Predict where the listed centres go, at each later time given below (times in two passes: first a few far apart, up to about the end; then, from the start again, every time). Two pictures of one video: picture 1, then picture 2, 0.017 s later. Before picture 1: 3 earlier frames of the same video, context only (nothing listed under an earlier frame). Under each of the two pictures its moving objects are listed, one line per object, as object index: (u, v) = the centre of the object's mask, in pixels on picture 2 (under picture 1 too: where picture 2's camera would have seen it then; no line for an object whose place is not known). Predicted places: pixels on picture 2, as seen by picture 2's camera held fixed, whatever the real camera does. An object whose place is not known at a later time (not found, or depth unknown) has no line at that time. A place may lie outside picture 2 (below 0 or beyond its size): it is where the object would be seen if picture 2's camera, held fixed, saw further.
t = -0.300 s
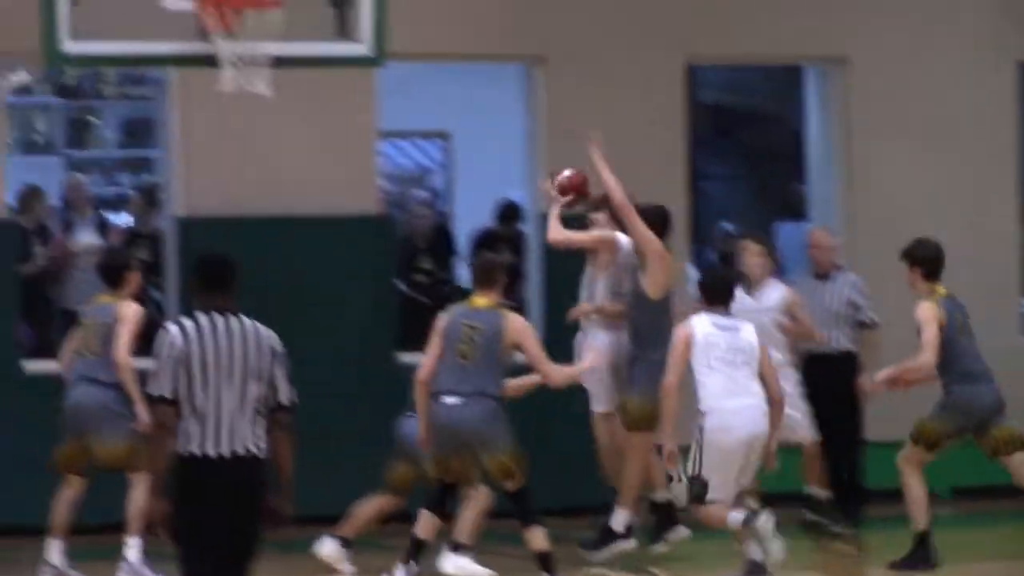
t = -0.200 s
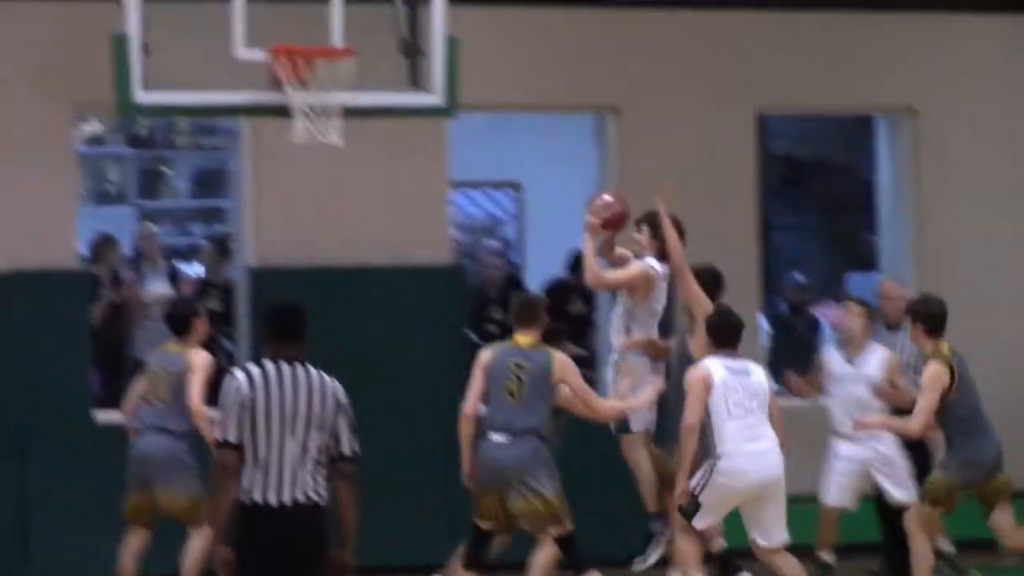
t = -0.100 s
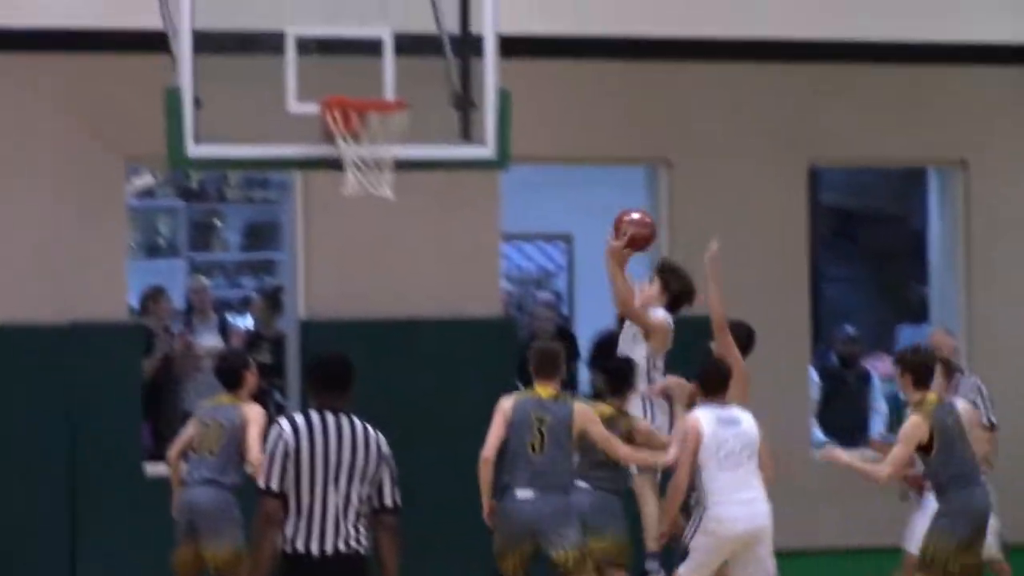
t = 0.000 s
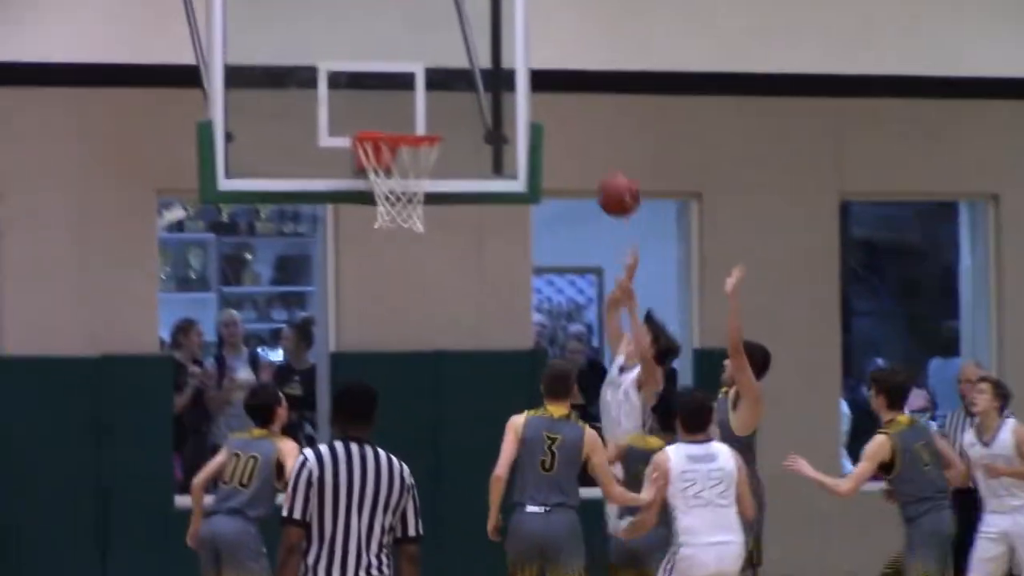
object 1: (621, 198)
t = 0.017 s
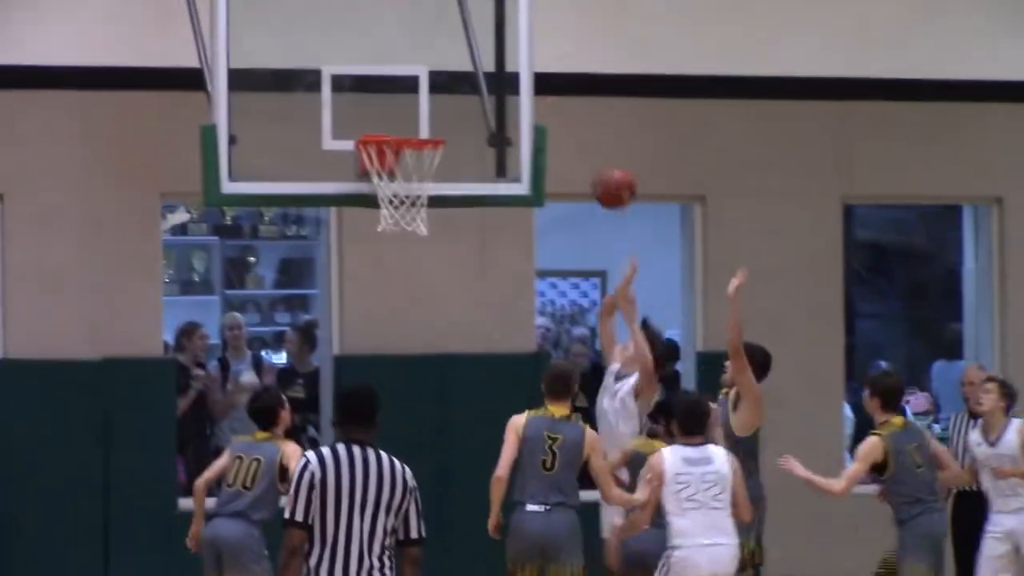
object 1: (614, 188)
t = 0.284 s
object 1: (475, 83)
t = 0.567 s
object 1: (376, 117)
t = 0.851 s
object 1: (378, 102)
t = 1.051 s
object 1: (383, 174)
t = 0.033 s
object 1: (605, 176)
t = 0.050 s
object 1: (596, 167)
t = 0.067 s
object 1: (588, 158)
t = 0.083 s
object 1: (579, 150)
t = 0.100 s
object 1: (571, 142)
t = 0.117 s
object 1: (562, 134)
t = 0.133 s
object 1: (554, 126)
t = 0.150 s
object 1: (545, 120)
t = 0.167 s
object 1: (536, 114)
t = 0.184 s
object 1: (528, 107)
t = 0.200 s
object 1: (518, 101)
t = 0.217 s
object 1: (509, 96)
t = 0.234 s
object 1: (501, 93)
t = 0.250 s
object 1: (493, 89)
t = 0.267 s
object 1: (484, 85)
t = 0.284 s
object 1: (475, 83)
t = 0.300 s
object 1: (466, 80)
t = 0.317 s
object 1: (458, 78)
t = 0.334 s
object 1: (449, 77)
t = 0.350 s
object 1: (441, 76)
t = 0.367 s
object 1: (433, 76)
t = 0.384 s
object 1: (428, 76)
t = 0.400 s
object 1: (424, 77)
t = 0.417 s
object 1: (418, 79)
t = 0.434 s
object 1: (413, 81)
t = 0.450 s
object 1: (408, 84)
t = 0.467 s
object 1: (403, 87)
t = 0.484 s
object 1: (399, 91)
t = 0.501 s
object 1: (394, 95)
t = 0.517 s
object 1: (390, 100)
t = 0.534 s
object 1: (385, 105)
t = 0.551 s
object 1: (381, 111)
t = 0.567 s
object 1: (376, 117)
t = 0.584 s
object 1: (374, 117)
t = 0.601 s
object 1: (374, 115)
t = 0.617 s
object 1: (374, 110)
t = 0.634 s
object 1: (374, 106)
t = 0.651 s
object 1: (375, 102)
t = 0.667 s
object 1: (375, 99)
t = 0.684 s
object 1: (375, 98)
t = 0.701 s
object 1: (375, 96)
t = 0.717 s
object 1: (376, 95)
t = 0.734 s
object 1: (376, 94)
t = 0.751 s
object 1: (376, 93)
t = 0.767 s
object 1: (377, 94)
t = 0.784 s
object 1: (377, 94)
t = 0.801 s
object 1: (377, 95)
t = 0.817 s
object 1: (377, 97)
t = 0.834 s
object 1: (378, 99)
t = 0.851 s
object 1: (378, 102)
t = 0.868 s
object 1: (379, 105)
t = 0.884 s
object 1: (379, 109)
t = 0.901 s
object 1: (379, 113)
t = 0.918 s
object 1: (380, 118)
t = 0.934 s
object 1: (380, 124)
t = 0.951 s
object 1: (381, 130)
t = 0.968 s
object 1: (381, 136)
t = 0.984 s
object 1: (382, 142)
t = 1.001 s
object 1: (382, 151)
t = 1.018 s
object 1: (383, 158)
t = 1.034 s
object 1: (384, 168)
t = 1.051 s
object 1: (383, 174)
